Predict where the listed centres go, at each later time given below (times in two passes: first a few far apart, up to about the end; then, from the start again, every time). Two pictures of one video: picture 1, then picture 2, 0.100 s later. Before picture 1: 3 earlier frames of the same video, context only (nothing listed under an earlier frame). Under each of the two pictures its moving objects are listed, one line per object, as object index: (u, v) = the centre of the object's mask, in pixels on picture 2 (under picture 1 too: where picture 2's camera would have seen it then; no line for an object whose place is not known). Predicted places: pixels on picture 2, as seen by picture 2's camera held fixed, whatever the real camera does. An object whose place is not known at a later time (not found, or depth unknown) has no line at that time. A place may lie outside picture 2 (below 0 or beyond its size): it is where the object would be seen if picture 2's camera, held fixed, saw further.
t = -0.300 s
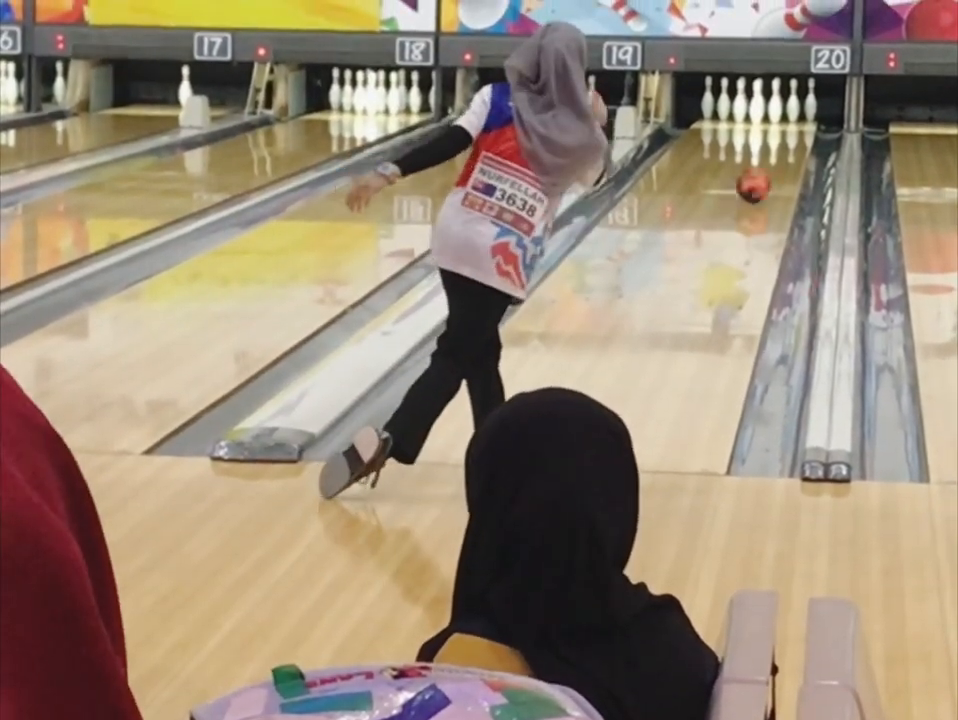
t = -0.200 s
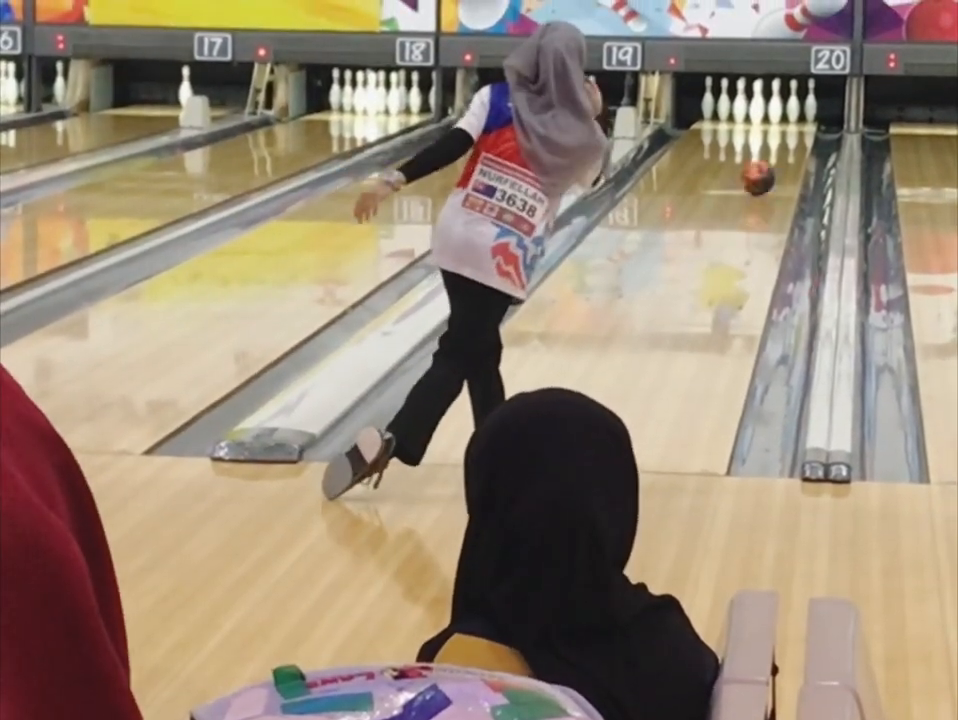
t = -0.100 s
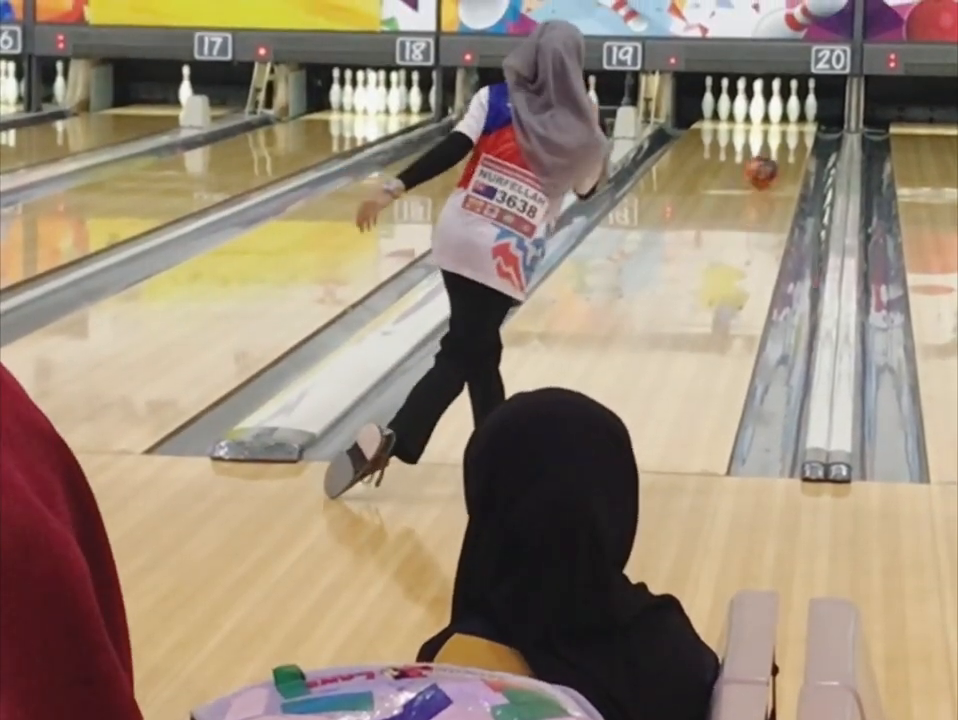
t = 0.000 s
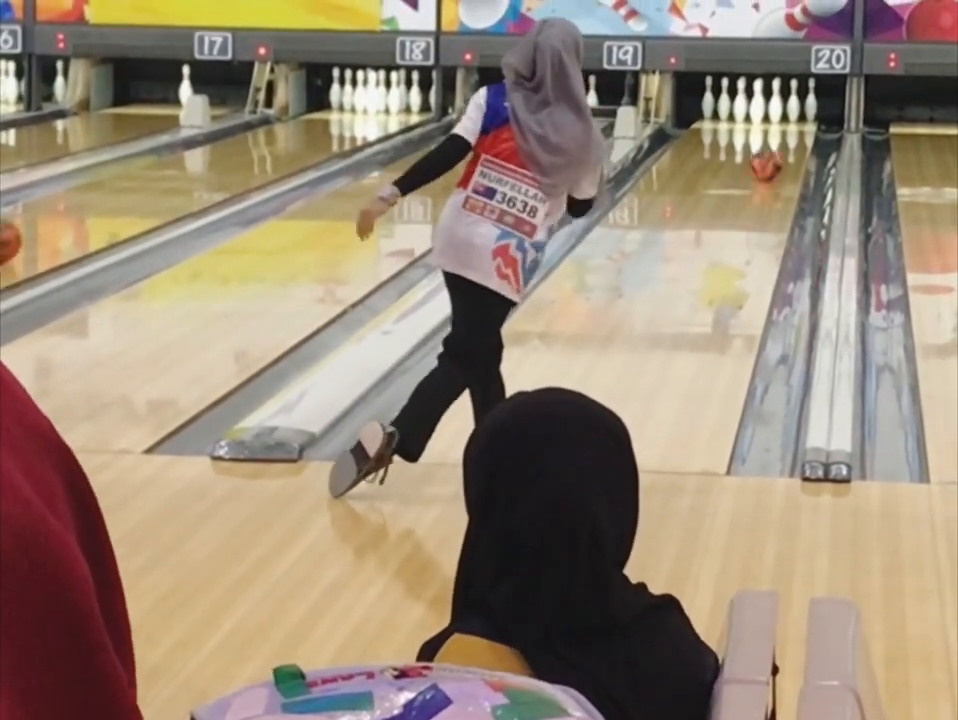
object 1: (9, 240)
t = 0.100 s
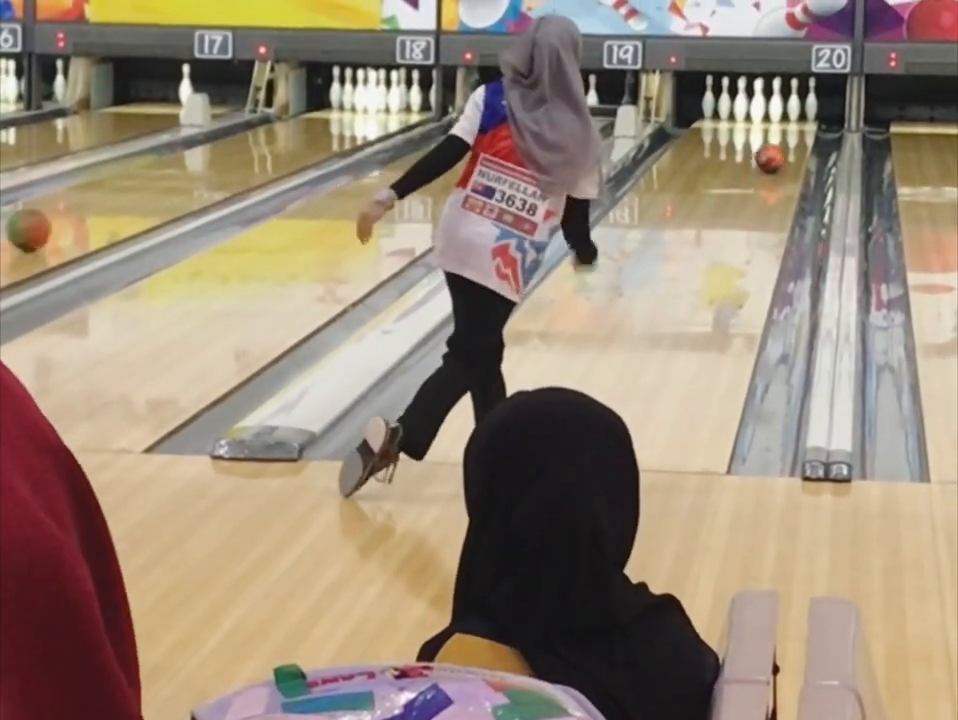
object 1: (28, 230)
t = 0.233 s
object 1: (65, 218)
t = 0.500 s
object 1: (128, 198)
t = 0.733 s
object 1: (174, 183)
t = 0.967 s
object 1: (214, 171)
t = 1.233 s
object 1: (253, 157)
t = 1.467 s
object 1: (283, 148)
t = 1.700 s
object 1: (308, 135)
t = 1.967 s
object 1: (330, 129)
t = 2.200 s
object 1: (343, 122)
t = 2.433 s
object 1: (356, 116)
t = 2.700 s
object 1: (368, 110)
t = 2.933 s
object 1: (377, 107)
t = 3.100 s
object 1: (383, 102)
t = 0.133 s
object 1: (37, 226)
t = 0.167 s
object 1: (46, 224)
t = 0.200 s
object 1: (56, 220)
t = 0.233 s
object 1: (65, 218)
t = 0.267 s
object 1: (73, 215)
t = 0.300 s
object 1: (81, 213)
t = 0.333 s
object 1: (89, 210)
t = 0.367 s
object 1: (97, 207)
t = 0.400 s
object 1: (104, 204)
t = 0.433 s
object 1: (112, 203)
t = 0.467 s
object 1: (120, 199)
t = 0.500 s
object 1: (128, 198)
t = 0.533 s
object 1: (134, 196)
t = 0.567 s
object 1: (141, 193)
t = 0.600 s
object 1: (148, 193)
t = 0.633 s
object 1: (155, 189)
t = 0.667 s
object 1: (161, 187)
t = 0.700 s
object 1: (167, 186)
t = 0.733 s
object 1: (174, 183)
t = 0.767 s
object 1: (180, 180)
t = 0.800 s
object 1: (186, 179)
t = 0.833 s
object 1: (192, 176)
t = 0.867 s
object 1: (197, 174)
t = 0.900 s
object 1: (202, 173)
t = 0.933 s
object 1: (208, 172)
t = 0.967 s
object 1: (214, 171)
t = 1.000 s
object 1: (220, 169)
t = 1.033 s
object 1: (225, 167)
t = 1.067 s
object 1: (229, 165)
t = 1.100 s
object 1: (236, 164)
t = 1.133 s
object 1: (240, 161)
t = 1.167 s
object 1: (243, 160)
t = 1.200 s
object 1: (249, 158)
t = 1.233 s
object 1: (253, 157)
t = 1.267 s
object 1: (257, 155)
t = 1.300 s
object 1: (263, 153)
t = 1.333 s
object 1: (267, 153)
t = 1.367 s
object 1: (274, 152)
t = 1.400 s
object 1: (275, 150)
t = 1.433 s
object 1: (280, 149)
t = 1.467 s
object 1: (283, 148)
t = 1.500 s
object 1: (287, 145)
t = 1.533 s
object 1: (289, 144)
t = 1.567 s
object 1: (294, 142)
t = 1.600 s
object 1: (298, 143)
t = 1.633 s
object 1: (302, 142)
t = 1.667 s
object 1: (304, 137)
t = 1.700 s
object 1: (308, 135)
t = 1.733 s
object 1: (310, 137)
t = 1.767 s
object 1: (312, 136)
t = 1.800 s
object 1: (317, 133)
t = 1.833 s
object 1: (320, 134)
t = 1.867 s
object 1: (325, 134)
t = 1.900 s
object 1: (326, 132)
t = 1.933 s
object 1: (328, 130)
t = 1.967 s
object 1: (330, 129)
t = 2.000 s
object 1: (332, 128)
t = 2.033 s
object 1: (332, 127)
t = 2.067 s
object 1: (337, 127)
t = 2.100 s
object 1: (338, 125)
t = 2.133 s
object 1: (339, 124)
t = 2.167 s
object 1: (342, 123)
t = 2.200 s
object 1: (343, 122)
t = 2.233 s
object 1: (346, 122)
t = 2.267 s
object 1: (348, 121)
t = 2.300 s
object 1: (350, 120)
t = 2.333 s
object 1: (351, 119)
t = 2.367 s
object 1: (352, 118)
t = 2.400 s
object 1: (354, 118)
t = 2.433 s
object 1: (356, 116)
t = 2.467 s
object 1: (358, 116)
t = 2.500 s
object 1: (359, 114)
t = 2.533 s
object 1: (360, 114)
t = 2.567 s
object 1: (361, 113)
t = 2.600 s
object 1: (363, 113)
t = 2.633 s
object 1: (365, 112)
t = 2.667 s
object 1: (366, 111)
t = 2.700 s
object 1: (368, 110)
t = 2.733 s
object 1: (369, 109)
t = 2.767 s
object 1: (370, 108)
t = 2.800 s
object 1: (371, 108)
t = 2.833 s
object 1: (372, 106)
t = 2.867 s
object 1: (374, 107)
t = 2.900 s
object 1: (376, 107)
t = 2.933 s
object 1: (377, 107)
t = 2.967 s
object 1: (379, 106)
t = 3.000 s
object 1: (381, 106)
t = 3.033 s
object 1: (380, 105)
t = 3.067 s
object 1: (382, 102)
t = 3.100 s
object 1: (383, 102)
